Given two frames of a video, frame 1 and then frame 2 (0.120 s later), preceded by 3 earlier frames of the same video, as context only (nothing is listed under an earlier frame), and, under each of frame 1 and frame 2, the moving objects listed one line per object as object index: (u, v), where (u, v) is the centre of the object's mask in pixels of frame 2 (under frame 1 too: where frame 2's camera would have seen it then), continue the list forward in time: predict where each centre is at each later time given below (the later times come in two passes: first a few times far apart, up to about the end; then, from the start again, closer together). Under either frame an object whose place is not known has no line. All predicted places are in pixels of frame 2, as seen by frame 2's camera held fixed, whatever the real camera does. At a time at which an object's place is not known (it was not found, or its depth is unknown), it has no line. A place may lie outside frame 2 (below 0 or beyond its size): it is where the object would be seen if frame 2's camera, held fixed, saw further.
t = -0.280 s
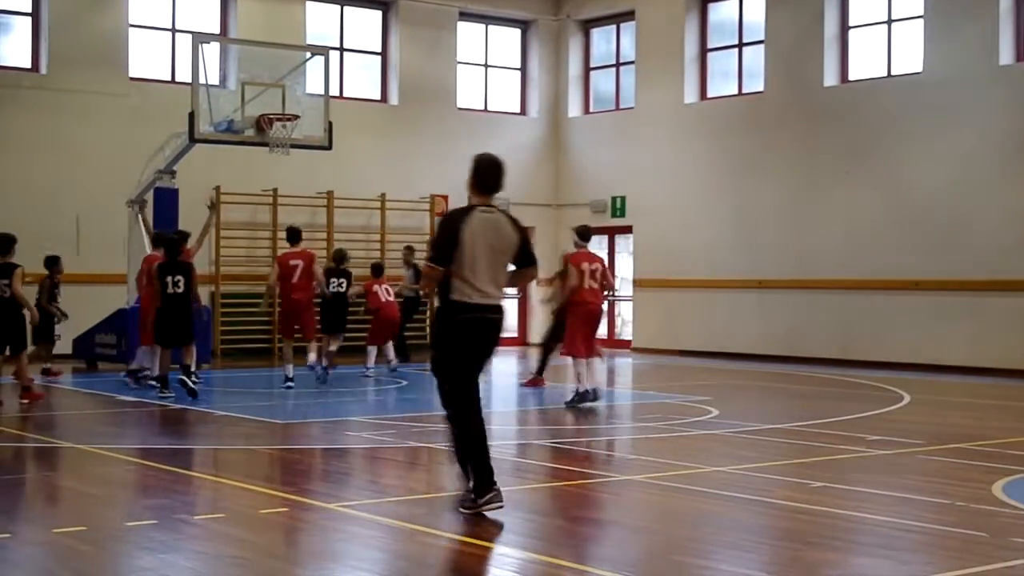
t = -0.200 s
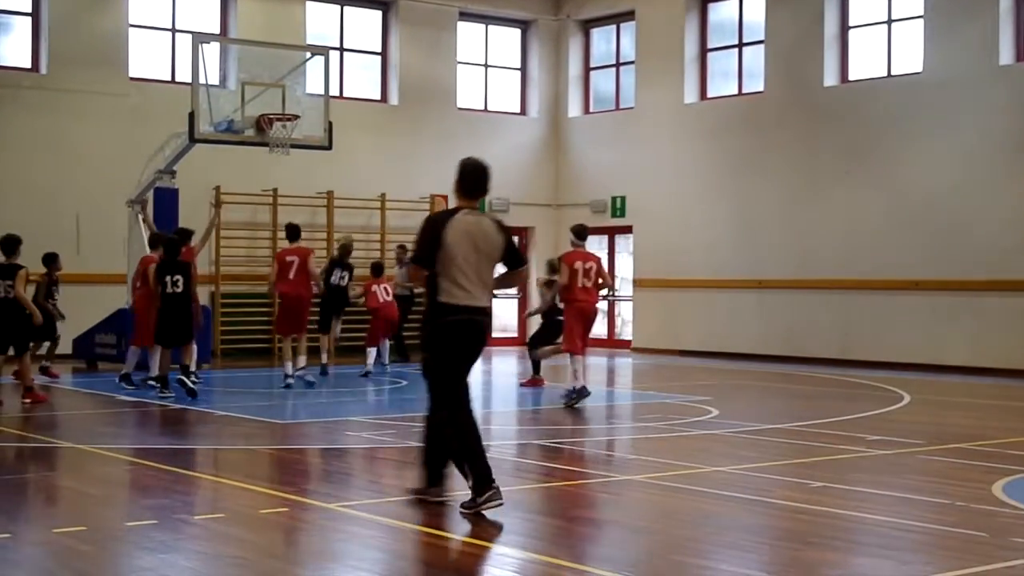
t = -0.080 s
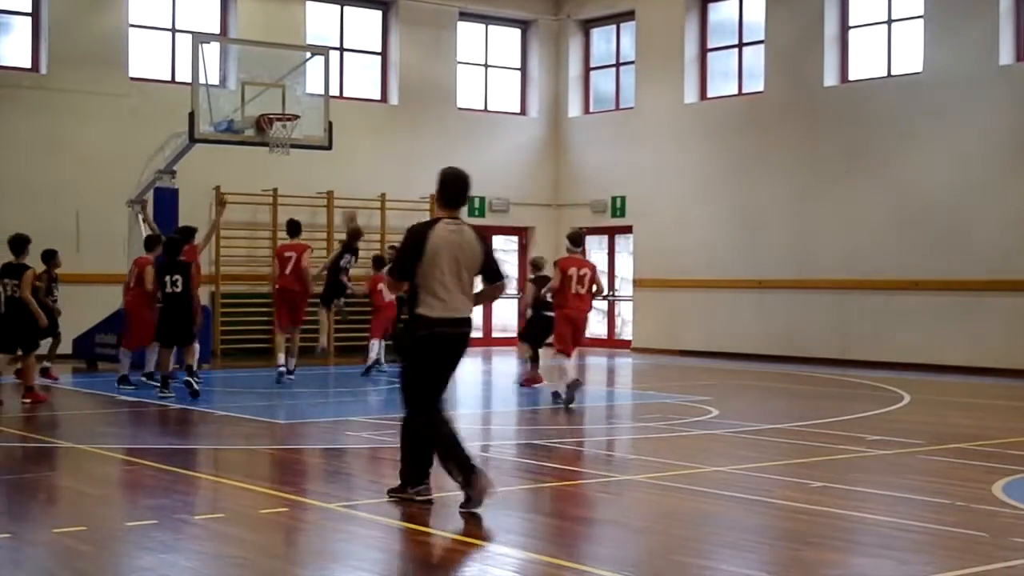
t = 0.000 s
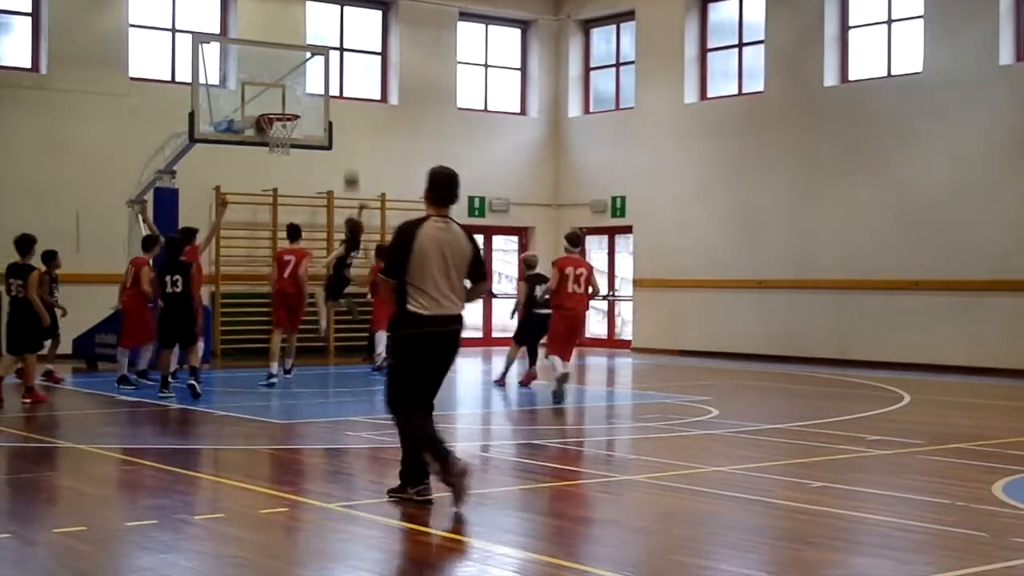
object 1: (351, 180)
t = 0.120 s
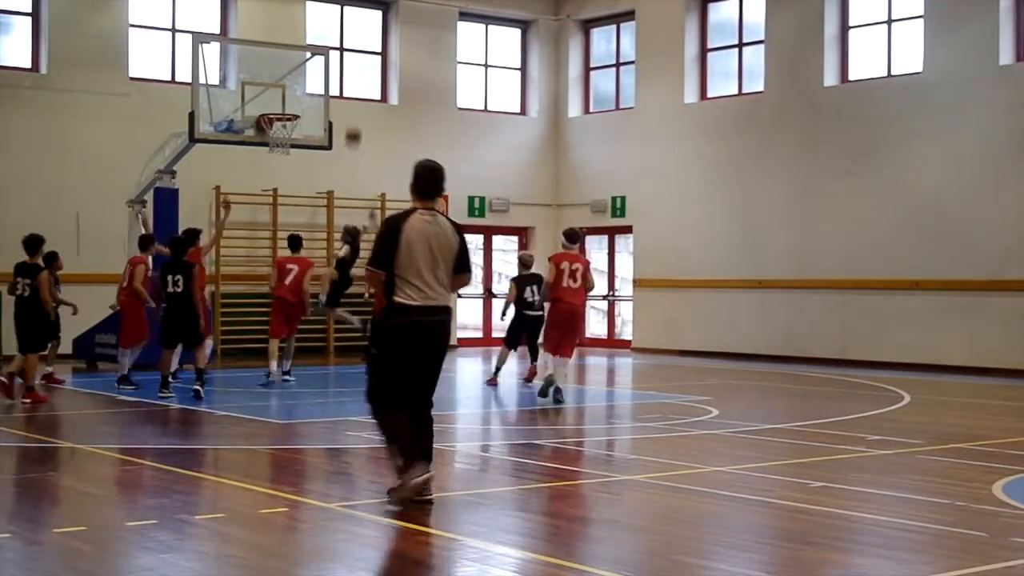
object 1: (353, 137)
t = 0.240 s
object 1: (354, 101)
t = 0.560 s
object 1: (358, 55)
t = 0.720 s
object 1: (359, 62)
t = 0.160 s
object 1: (353, 124)
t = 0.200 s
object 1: (353, 111)
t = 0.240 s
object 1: (354, 101)
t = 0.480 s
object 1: (357, 59)
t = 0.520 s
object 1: (358, 57)
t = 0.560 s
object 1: (358, 55)
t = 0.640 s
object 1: (359, 56)
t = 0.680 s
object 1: (358, 58)
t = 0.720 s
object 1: (359, 62)
